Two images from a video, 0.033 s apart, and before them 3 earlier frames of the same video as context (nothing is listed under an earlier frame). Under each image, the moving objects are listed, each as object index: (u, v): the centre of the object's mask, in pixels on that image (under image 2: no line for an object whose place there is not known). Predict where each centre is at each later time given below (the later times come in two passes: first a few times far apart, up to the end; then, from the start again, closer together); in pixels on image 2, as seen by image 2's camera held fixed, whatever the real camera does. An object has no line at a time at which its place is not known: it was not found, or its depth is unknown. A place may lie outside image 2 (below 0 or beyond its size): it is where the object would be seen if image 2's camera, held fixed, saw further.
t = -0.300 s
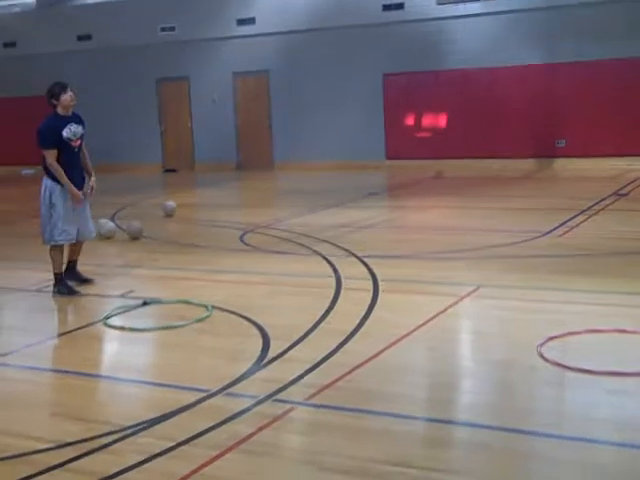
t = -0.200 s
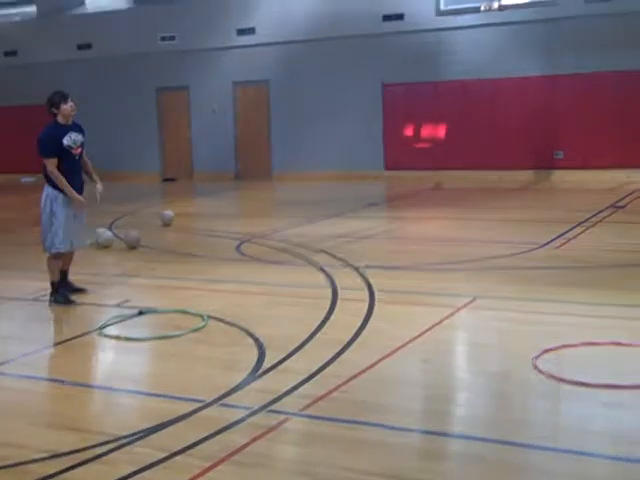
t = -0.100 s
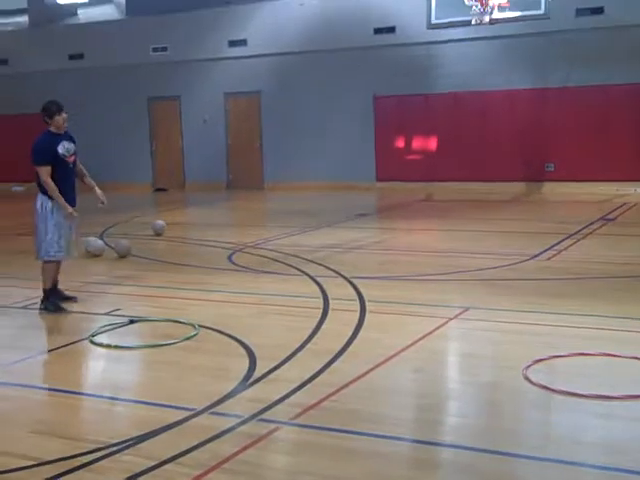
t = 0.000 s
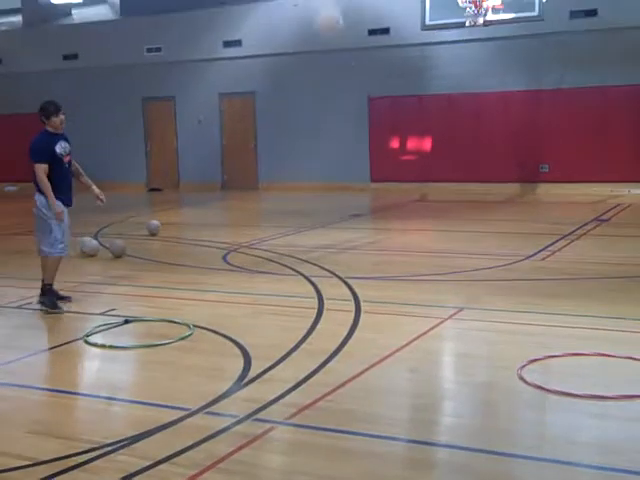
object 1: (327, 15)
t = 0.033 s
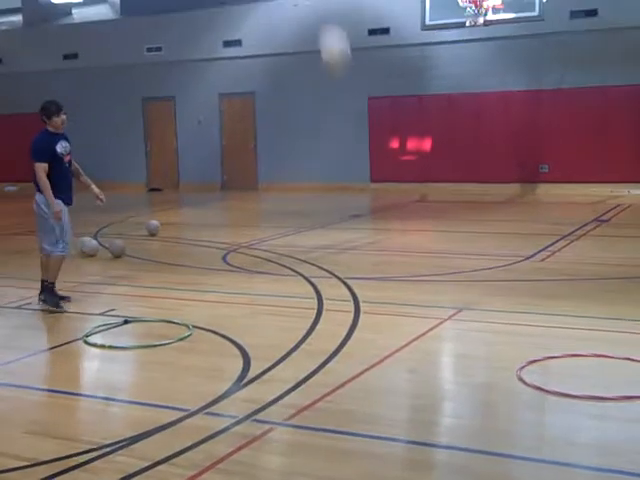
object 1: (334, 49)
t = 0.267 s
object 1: (393, 302)
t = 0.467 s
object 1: (408, 228)
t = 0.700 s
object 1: (424, 153)
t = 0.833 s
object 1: (435, 141)
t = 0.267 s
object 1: (393, 302)
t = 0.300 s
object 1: (398, 330)
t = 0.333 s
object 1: (400, 306)
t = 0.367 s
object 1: (402, 282)
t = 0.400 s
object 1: (404, 264)
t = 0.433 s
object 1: (406, 245)
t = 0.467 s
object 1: (408, 228)
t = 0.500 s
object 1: (409, 213)
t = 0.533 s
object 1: (412, 199)
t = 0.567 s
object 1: (414, 188)
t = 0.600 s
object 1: (416, 174)
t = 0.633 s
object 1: (419, 168)
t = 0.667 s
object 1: (422, 160)
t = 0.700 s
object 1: (424, 153)
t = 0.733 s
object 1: (427, 148)
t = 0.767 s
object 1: (430, 144)
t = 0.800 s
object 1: (432, 141)
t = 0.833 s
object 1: (435, 141)
